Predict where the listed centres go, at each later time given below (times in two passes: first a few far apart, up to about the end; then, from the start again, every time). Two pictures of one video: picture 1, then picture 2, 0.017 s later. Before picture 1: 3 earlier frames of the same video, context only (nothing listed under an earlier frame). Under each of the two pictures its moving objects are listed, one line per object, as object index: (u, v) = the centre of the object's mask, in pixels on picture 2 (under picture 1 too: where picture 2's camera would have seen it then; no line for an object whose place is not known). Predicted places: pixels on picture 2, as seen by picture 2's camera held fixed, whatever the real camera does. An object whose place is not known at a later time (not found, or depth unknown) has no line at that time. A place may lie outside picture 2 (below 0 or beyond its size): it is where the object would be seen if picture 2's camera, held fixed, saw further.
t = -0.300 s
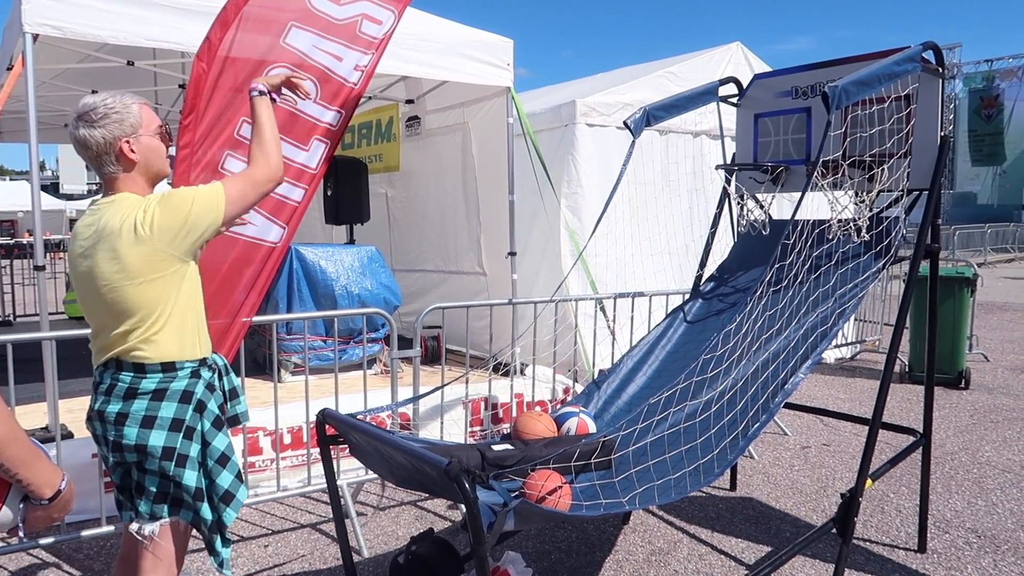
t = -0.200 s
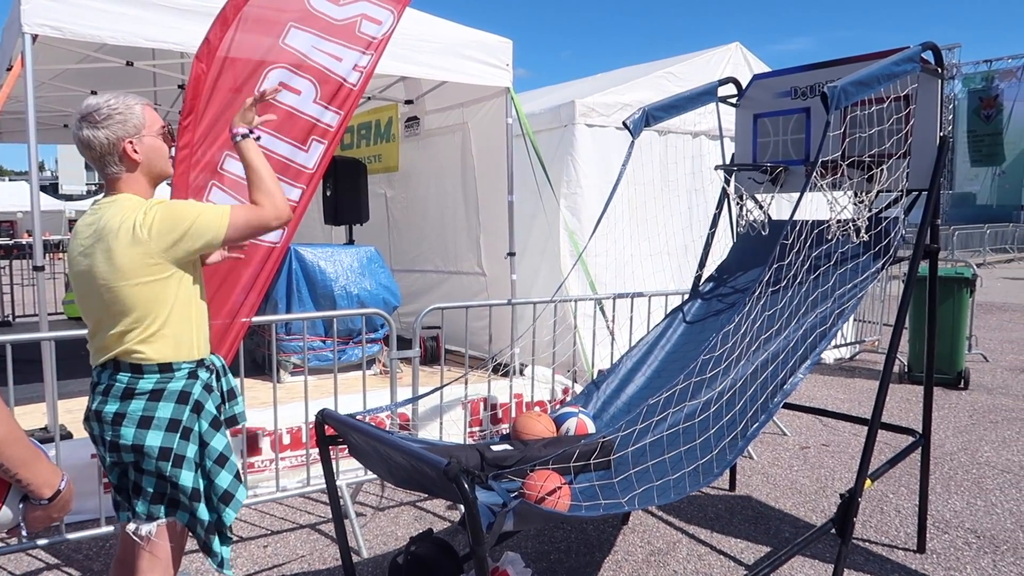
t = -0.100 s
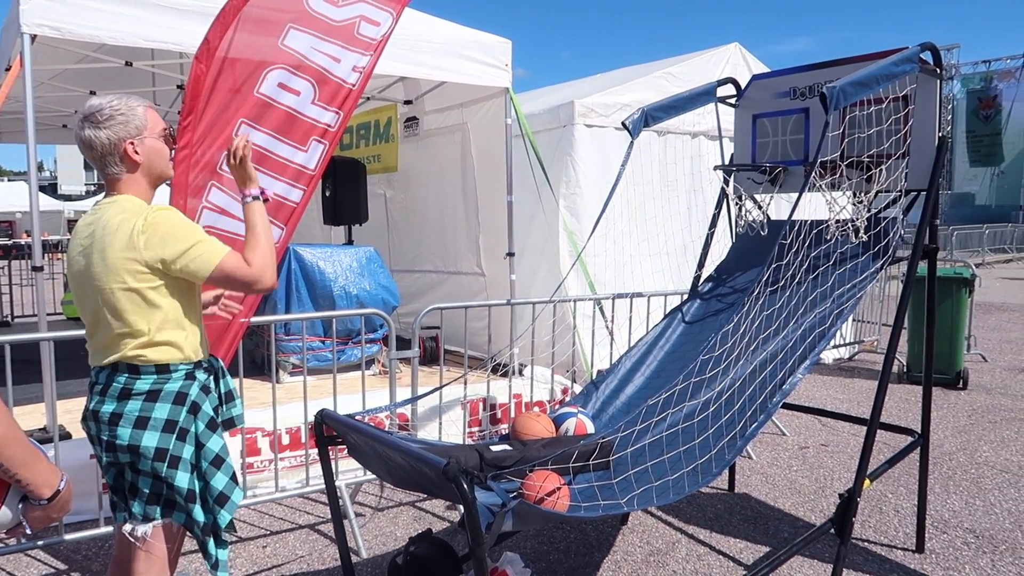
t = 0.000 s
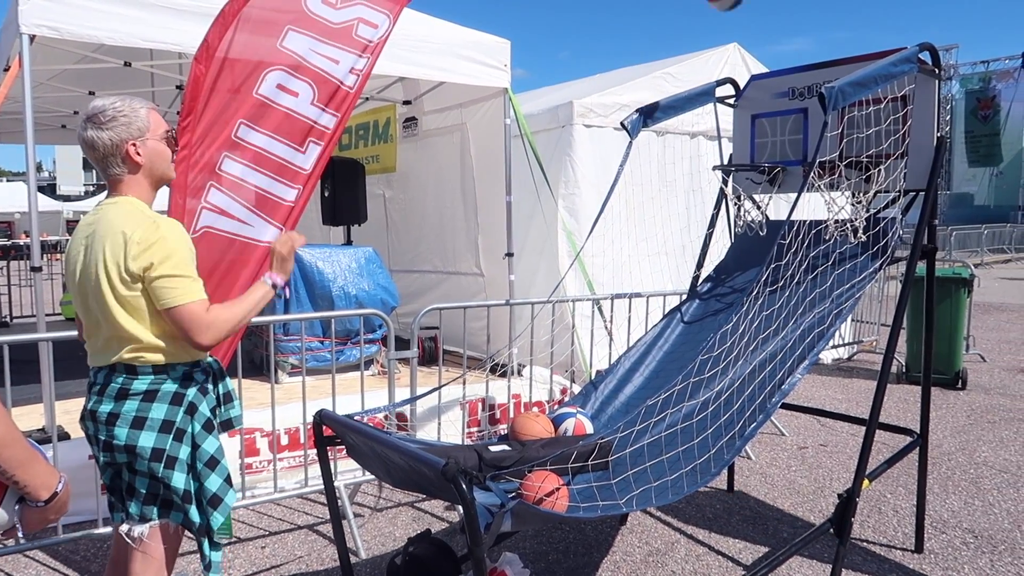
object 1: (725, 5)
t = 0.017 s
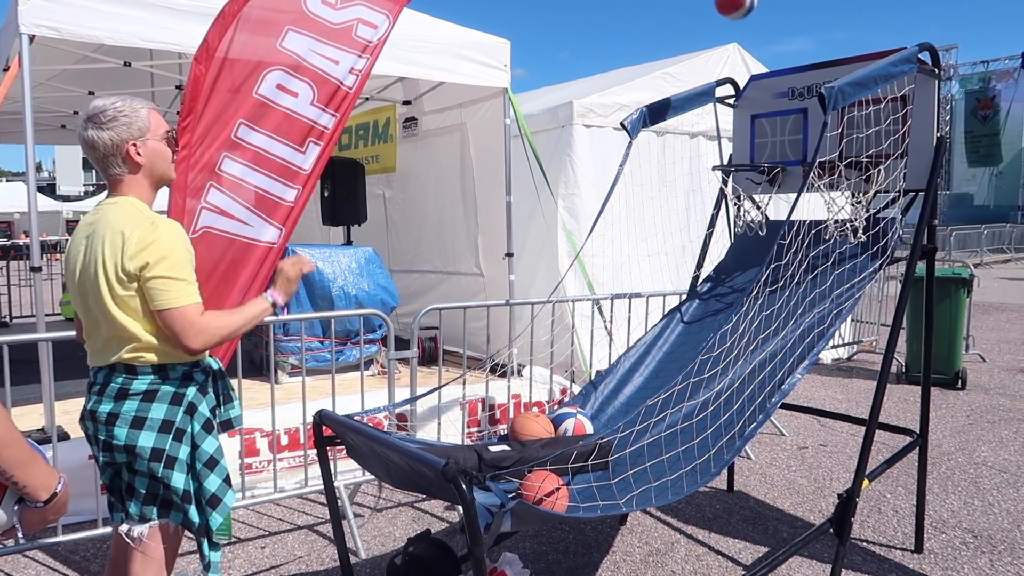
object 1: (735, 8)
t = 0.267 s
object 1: (759, 131)
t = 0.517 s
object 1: (746, 174)
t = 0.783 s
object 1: (750, 210)
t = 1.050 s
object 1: (734, 279)
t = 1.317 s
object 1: (678, 355)
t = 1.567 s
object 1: (625, 407)
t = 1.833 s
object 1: (654, 440)
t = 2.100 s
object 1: (625, 475)
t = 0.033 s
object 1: (745, 13)
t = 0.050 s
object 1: (755, 18)
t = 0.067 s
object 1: (765, 27)
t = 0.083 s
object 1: (774, 38)
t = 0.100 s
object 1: (782, 49)
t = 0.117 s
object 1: (791, 60)
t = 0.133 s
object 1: (790, 67)
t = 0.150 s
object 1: (786, 73)
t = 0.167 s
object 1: (782, 80)
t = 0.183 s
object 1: (779, 87)
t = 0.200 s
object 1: (775, 95)
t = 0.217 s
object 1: (771, 103)
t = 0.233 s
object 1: (767, 112)
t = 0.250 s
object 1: (763, 121)
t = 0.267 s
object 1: (759, 131)
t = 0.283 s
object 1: (754, 142)
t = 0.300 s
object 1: (751, 151)
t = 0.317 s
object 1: (747, 155)
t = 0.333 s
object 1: (744, 154)
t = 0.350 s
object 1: (741, 160)
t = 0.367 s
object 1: (739, 162)
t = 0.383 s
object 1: (736, 164)
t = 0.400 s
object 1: (734, 166)
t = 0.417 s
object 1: (737, 166)
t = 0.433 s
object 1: (739, 166)
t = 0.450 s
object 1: (740, 168)
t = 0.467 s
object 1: (742, 169)
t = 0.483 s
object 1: (745, 171)
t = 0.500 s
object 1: (746, 172)
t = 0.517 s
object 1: (746, 174)
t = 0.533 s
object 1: (747, 175)
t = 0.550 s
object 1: (747, 177)
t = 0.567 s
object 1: (748, 180)
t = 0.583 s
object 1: (748, 183)
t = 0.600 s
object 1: (747, 185)
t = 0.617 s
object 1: (747, 188)
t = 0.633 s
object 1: (750, 191)
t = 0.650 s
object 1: (751, 191)
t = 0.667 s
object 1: (752, 197)
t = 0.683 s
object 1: (753, 199)
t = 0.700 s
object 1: (751, 201)
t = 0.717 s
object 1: (751, 203)
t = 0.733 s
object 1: (751, 206)
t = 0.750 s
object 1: (751, 208)
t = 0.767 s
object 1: (751, 209)
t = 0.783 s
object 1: (750, 210)
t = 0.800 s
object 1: (751, 213)
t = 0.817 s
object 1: (750, 215)
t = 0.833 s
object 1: (750, 218)
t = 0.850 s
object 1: (748, 222)
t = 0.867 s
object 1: (746, 228)
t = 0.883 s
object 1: (748, 230)
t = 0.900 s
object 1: (748, 235)
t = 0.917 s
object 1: (746, 241)
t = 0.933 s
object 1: (746, 244)
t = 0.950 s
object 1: (744, 252)
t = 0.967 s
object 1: (744, 260)
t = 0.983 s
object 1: (742, 265)
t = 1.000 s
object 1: (740, 269)
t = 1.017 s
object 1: (738, 273)
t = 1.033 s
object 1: (736, 275)
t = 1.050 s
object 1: (734, 279)
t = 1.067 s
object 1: (732, 282)
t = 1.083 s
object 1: (729, 286)
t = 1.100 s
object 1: (727, 287)
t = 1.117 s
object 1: (724, 292)
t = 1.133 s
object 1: (719, 297)
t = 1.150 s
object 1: (717, 303)
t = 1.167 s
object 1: (713, 307)
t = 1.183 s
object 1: (709, 313)
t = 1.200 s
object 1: (705, 317)
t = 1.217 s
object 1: (702, 323)
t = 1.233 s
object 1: (698, 325)
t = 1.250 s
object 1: (690, 332)
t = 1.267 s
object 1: (691, 339)
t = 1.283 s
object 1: (687, 344)
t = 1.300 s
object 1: (682, 348)
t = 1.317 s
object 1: (678, 355)
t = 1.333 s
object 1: (673, 361)
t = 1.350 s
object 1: (668, 366)
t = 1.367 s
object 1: (662, 372)
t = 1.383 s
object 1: (657, 380)
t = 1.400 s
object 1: (651, 388)
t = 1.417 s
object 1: (645, 396)
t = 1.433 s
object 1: (635, 394)
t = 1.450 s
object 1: (627, 403)
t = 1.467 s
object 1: (628, 415)
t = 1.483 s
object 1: (621, 423)
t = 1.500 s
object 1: (618, 425)
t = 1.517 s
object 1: (618, 421)
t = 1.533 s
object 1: (620, 416)
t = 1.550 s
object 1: (623, 411)
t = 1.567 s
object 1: (625, 407)
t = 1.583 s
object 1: (627, 404)
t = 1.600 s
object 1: (628, 402)
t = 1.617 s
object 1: (631, 399)
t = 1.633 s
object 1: (633, 399)
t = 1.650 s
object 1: (635, 399)
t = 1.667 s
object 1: (636, 397)
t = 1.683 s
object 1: (638, 398)
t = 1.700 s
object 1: (640, 400)
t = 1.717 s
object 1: (642, 402)
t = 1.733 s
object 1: (644, 405)
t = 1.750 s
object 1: (646, 408)
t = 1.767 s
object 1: (648, 412)
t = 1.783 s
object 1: (651, 419)
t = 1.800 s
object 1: (653, 426)
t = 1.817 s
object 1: (652, 433)
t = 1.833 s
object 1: (654, 440)
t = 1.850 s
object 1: (654, 446)
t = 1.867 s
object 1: (654, 451)
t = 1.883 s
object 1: (653, 456)
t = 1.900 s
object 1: (653, 459)
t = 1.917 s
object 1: (652, 461)
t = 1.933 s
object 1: (651, 464)
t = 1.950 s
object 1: (650, 465)
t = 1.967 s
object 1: (647, 467)
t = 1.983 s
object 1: (646, 467)
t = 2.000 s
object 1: (645, 467)
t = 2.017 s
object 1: (641, 468)
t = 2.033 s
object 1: (639, 468)
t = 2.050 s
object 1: (635, 469)
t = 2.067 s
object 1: (632, 470)
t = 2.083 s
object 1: (628, 472)
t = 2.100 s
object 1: (625, 475)
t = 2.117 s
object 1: (620, 479)
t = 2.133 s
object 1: (617, 482)
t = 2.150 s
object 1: (615, 487)
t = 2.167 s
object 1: (613, 491)
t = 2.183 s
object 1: (609, 494)
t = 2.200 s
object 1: (604, 496)
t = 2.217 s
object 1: (601, 497)
